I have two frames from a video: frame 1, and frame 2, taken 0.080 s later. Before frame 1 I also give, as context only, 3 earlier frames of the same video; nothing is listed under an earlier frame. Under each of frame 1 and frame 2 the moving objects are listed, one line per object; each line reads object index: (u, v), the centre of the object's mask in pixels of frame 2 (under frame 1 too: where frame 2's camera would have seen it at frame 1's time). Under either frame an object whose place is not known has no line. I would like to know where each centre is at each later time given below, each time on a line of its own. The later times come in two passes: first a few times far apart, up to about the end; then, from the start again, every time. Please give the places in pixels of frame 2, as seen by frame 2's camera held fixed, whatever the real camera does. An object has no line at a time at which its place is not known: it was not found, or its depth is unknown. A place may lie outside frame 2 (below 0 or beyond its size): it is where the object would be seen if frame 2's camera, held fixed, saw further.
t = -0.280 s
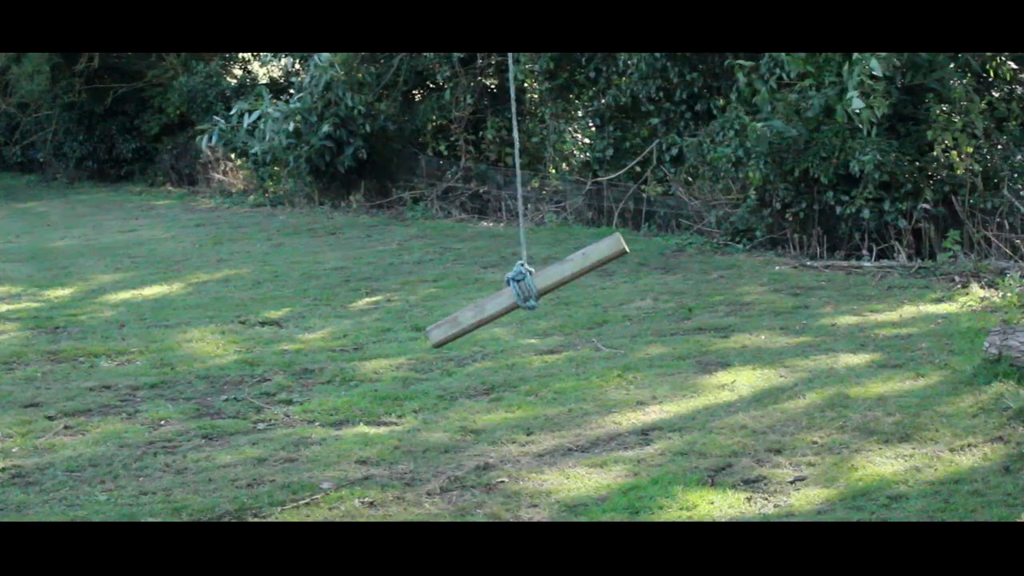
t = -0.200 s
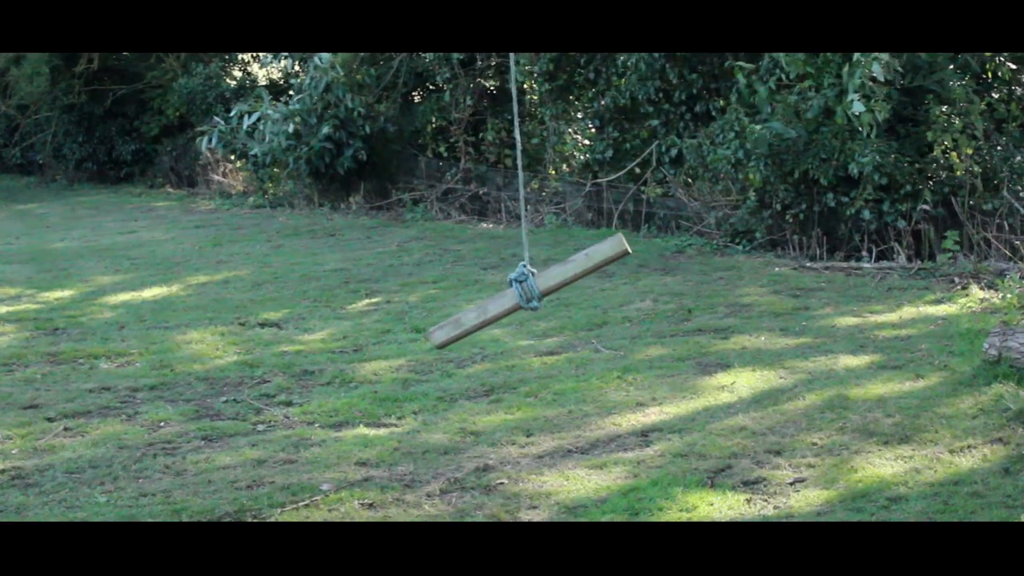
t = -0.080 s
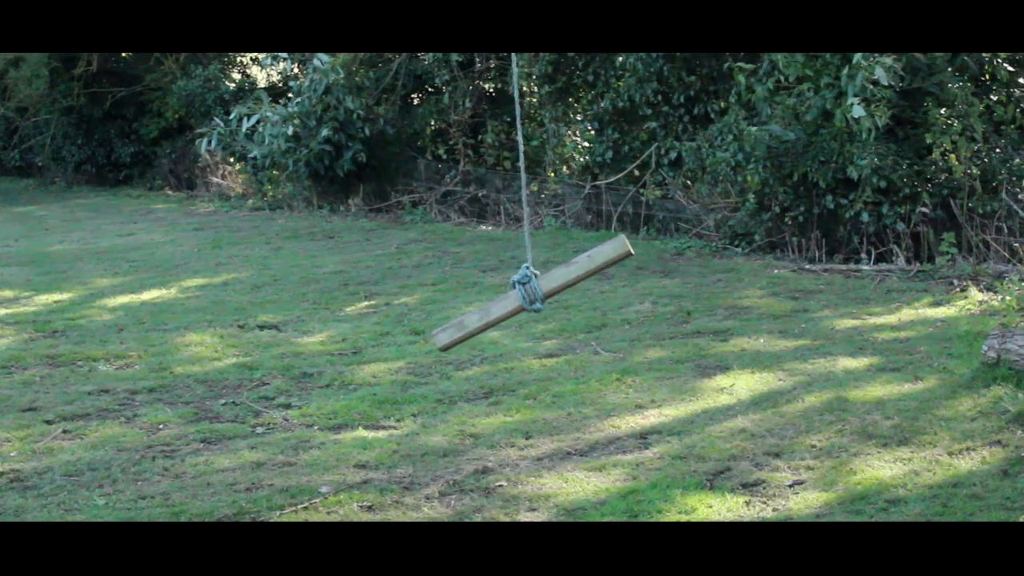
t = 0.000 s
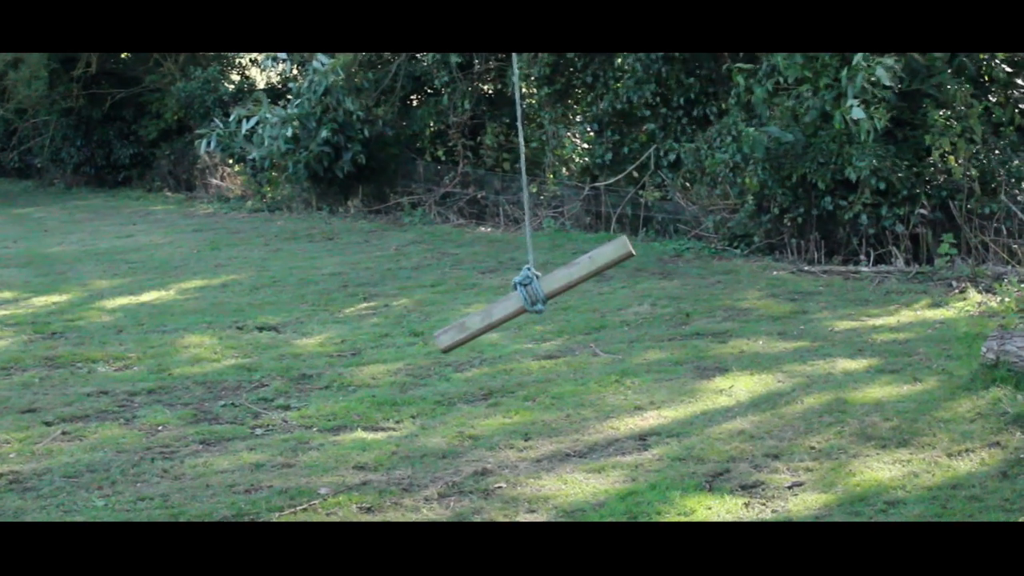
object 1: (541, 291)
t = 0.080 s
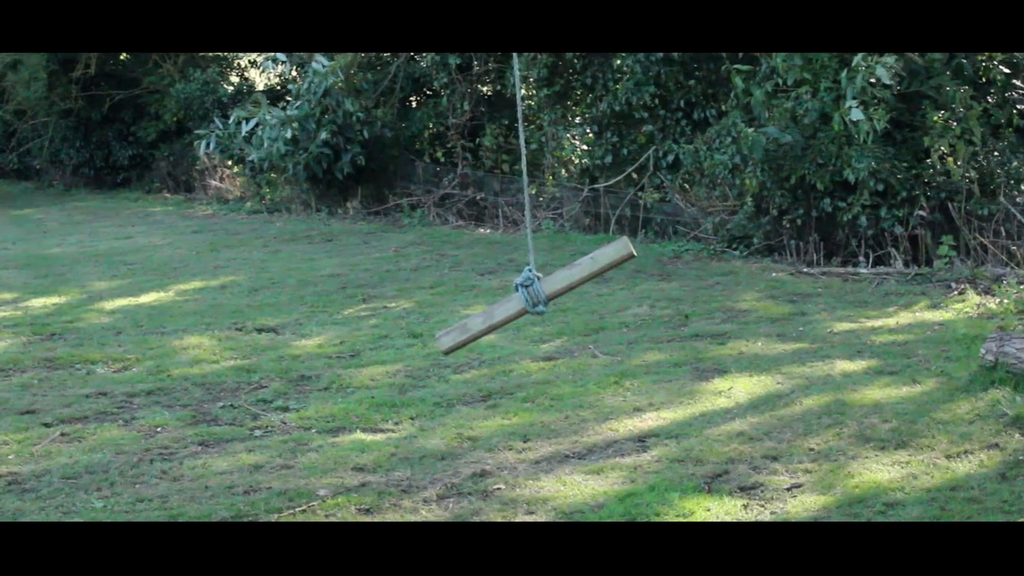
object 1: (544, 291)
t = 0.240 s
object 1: (547, 290)
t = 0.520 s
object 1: (550, 291)
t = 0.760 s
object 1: (550, 291)
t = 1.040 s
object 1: (546, 296)
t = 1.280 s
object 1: (538, 295)
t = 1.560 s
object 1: (529, 298)
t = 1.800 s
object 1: (521, 297)
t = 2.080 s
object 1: (513, 298)
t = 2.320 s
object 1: (511, 299)
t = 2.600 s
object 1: (511, 297)
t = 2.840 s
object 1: (513, 297)
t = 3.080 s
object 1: (516, 296)
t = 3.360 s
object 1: (525, 294)
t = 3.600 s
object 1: (531, 294)
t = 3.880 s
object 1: (537, 294)
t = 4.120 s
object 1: (540, 294)
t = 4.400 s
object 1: (541, 294)
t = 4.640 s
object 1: (539, 296)
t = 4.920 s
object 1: (533, 297)
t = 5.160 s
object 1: (527, 298)
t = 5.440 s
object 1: (520, 297)
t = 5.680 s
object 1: (514, 298)
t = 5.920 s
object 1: (515, 295)
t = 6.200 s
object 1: (520, 293)
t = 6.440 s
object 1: (529, 291)
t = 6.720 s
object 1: (543, 288)
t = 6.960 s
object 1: (556, 286)
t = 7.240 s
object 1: (571, 284)
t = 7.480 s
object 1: (583, 283)
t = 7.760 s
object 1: (592, 284)
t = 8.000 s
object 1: (595, 285)
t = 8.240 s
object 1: (594, 286)
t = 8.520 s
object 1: (586, 289)
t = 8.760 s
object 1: (570, 292)
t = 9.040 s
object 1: (549, 295)
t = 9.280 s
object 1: (529, 297)
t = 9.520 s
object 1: (511, 298)
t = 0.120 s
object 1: (544, 291)
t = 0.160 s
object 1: (546, 292)
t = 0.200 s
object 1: (546, 291)
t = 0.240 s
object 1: (547, 290)
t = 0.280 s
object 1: (548, 292)
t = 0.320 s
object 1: (548, 290)
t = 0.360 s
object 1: (549, 291)
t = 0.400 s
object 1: (550, 291)
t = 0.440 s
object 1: (550, 291)
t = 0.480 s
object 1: (551, 291)
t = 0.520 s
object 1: (550, 291)
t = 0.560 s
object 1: (550, 291)
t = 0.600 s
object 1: (551, 292)
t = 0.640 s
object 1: (551, 293)
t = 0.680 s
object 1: (551, 292)
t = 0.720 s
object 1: (550, 292)
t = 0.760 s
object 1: (550, 291)
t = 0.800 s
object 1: (550, 293)
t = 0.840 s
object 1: (550, 292)
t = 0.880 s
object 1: (549, 293)
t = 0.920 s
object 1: (548, 294)
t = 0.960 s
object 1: (547, 293)
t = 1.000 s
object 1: (546, 293)
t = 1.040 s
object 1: (546, 296)
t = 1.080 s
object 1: (543, 294)
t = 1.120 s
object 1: (542, 294)
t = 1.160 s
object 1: (541, 294)
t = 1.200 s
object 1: (540, 294)
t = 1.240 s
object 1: (538, 295)
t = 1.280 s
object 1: (538, 295)
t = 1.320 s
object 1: (536, 295)
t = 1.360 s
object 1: (535, 295)
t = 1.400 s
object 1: (534, 296)
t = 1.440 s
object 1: (533, 296)
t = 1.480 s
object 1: (531, 296)
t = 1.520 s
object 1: (529, 296)
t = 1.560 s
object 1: (529, 298)
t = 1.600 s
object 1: (527, 298)
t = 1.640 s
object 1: (526, 298)
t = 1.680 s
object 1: (525, 298)
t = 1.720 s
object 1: (523, 297)
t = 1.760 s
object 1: (522, 298)
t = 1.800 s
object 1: (521, 297)
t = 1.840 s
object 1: (519, 297)
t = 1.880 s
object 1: (519, 299)
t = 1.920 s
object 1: (518, 299)
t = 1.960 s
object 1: (516, 298)
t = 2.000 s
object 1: (515, 297)
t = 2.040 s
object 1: (515, 299)
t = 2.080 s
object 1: (513, 298)
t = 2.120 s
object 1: (514, 299)
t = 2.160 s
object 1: (513, 299)
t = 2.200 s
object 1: (512, 297)
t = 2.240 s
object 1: (511, 298)
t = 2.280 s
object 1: (512, 300)
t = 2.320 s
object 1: (511, 299)
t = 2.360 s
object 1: (511, 298)
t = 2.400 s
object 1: (511, 299)
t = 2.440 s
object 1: (510, 297)
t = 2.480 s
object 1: (510, 297)
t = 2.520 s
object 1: (511, 297)
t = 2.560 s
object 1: (511, 297)
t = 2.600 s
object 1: (511, 297)
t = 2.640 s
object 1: (511, 296)
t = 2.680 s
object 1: (511, 297)
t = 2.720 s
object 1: (512, 298)
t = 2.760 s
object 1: (512, 296)
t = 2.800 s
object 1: (513, 297)
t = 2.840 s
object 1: (513, 297)
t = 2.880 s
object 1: (514, 297)
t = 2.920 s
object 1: (514, 296)
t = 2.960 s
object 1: (515, 296)
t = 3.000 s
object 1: (516, 297)
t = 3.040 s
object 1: (516, 296)
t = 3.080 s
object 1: (516, 296)
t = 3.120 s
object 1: (518, 296)
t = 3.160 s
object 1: (519, 295)
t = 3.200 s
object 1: (519, 295)
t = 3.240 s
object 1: (521, 295)
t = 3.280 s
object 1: (522, 295)
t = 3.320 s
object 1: (523, 295)
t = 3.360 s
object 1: (525, 294)
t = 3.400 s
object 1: (526, 294)
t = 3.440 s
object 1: (526, 294)
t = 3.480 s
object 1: (528, 294)
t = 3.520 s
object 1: (529, 294)
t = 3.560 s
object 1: (530, 294)
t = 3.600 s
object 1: (531, 294)
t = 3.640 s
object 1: (531, 294)
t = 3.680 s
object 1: (533, 293)
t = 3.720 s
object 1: (534, 293)
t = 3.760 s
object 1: (535, 293)
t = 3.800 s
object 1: (535, 294)
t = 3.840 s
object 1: (536, 294)
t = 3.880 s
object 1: (537, 294)
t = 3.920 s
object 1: (538, 294)
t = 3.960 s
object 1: (539, 294)
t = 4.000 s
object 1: (539, 294)
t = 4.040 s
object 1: (539, 294)
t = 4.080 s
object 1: (540, 294)
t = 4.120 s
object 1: (540, 294)
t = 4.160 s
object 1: (540, 294)
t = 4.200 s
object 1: (541, 294)
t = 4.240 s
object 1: (541, 294)
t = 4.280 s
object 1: (541, 294)
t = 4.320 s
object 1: (541, 294)
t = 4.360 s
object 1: (541, 294)
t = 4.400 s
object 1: (541, 294)
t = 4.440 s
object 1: (542, 294)
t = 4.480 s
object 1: (540, 295)
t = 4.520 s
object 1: (540, 295)
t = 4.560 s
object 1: (539, 295)
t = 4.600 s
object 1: (539, 295)
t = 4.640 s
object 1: (539, 296)
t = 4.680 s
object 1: (539, 296)
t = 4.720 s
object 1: (538, 296)
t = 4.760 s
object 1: (537, 296)
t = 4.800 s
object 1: (536, 296)
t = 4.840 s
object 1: (535, 296)
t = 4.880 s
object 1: (534, 297)
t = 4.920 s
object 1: (533, 297)
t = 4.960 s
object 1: (533, 297)
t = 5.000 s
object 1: (530, 298)
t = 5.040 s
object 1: (530, 298)
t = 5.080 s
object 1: (529, 297)
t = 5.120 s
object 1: (527, 298)
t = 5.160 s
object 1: (527, 298)
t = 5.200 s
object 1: (526, 298)
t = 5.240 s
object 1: (524, 298)
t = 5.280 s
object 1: (522, 299)
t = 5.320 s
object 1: (522, 298)
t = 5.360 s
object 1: (520, 298)
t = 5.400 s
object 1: (519, 298)
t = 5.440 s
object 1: (520, 297)
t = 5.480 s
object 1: (517, 298)
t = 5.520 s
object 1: (517, 298)
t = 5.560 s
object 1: (517, 297)
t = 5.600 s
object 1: (515, 298)
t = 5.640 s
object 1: (514, 298)
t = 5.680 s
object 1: (514, 298)
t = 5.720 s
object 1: (514, 298)
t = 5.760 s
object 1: (515, 297)
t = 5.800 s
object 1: (514, 296)
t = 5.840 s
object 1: (514, 296)
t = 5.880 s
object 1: (515, 296)
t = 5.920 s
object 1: (515, 295)
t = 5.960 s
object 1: (516, 295)
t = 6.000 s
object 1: (516, 294)
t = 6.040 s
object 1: (517, 294)
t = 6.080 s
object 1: (518, 294)
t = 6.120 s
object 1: (518, 293)
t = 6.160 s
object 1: (519, 293)
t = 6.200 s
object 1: (520, 293)
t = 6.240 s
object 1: (521, 293)
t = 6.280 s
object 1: (523, 292)
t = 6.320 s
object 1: (524, 292)
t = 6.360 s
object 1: (525, 292)
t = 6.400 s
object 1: (527, 291)
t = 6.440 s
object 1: (529, 291)
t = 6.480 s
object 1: (531, 291)
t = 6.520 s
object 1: (532, 291)
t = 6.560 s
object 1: (534, 290)
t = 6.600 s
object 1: (537, 289)
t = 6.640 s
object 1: (539, 288)
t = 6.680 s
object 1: (541, 288)
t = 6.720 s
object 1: (543, 288)
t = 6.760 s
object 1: (546, 287)
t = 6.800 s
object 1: (548, 288)
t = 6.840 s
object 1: (550, 287)
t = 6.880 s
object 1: (552, 286)
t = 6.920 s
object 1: (554, 286)
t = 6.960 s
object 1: (556, 286)
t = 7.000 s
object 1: (558, 285)
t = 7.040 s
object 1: (561, 285)
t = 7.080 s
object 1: (562, 285)
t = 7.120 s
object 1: (564, 285)
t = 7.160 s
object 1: (566, 285)
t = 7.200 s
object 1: (568, 285)
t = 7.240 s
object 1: (571, 284)
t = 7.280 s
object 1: (573, 284)
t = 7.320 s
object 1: (575, 284)
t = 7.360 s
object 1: (577, 284)
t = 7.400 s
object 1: (578, 284)
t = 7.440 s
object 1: (581, 284)
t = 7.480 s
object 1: (583, 283)
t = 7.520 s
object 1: (584, 283)
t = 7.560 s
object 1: (585, 284)
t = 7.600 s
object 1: (587, 284)
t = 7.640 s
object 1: (588, 284)
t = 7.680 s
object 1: (590, 284)
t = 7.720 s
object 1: (591, 284)
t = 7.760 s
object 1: (592, 284)
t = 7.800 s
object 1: (593, 284)
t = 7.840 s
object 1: (594, 284)
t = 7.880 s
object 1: (595, 284)
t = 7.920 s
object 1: (595, 284)
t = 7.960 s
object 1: (595, 285)
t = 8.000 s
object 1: (595, 285)
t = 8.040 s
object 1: (596, 285)
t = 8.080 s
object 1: (595, 285)
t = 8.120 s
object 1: (595, 286)
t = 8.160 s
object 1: (595, 285)
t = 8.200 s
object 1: (595, 286)
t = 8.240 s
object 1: (594, 286)
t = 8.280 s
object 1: (593, 287)
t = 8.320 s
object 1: (592, 287)
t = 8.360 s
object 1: (592, 287)
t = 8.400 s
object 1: (591, 287)
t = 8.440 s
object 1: (589, 288)
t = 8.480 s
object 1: (587, 288)
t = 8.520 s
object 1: (586, 289)
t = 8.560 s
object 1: (583, 289)
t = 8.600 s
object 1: (581, 290)
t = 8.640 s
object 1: (579, 290)
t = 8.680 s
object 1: (576, 291)
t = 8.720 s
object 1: (573, 291)
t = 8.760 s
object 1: (570, 292)
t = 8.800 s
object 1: (568, 292)
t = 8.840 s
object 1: (566, 292)
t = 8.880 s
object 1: (562, 293)
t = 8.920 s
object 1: (559, 293)
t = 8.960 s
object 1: (556, 294)
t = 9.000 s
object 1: (553, 294)
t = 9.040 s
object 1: (549, 295)
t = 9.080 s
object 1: (546, 295)
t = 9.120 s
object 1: (542, 296)
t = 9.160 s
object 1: (539, 296)
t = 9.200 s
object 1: (536, 296)
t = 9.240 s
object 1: (533, 296)
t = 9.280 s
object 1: (529, 297)
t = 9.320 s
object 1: (526, 297)
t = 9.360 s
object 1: (522, 298)
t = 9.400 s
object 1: (520, 298)
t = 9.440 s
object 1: (517, 297)
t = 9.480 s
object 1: (515, 298)
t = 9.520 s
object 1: (511, 298)
